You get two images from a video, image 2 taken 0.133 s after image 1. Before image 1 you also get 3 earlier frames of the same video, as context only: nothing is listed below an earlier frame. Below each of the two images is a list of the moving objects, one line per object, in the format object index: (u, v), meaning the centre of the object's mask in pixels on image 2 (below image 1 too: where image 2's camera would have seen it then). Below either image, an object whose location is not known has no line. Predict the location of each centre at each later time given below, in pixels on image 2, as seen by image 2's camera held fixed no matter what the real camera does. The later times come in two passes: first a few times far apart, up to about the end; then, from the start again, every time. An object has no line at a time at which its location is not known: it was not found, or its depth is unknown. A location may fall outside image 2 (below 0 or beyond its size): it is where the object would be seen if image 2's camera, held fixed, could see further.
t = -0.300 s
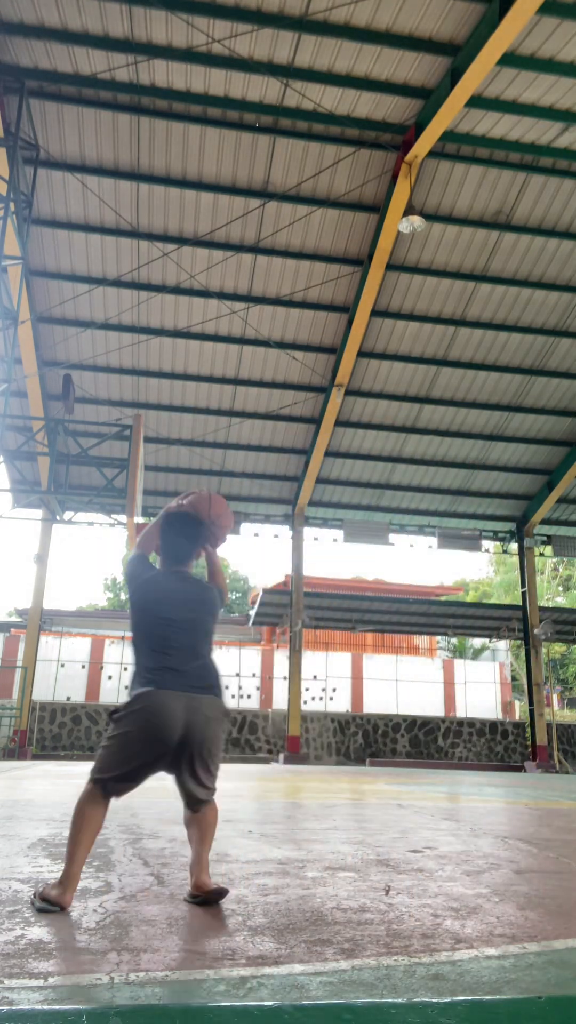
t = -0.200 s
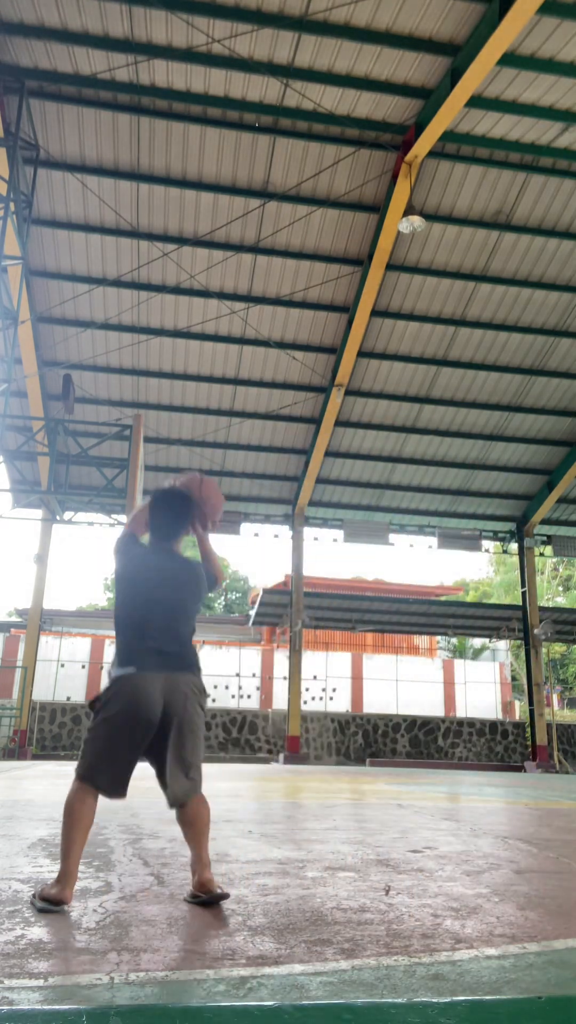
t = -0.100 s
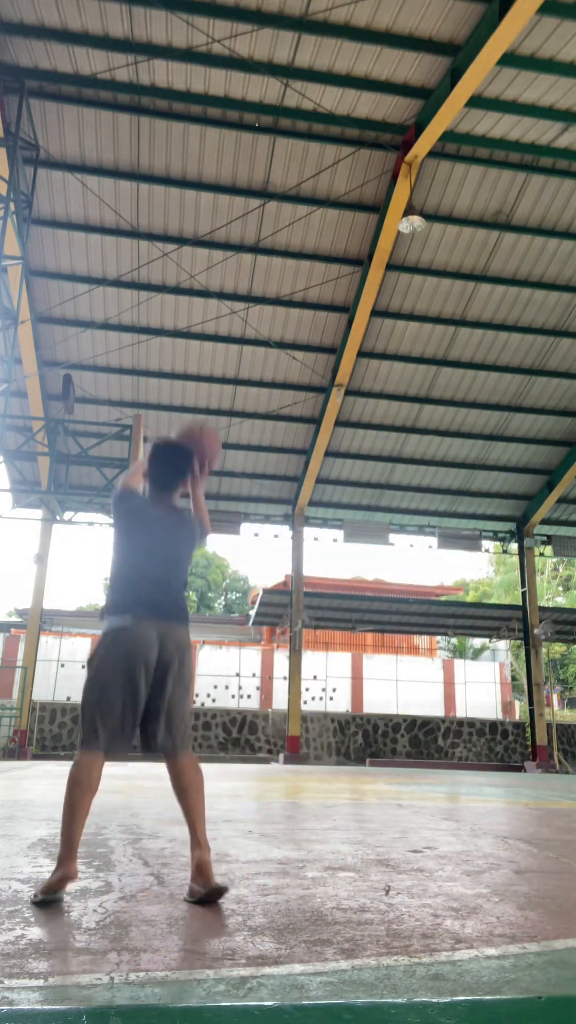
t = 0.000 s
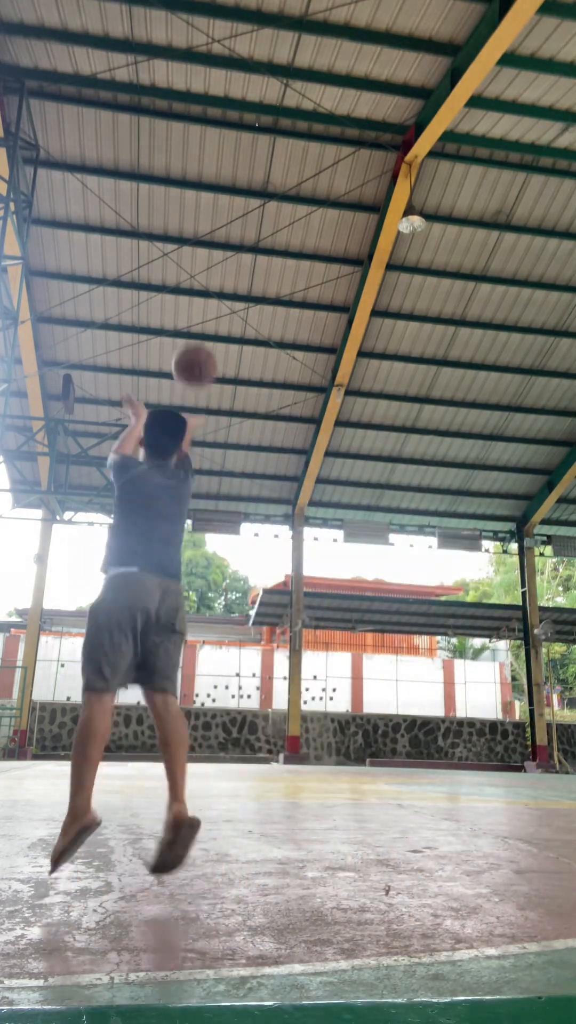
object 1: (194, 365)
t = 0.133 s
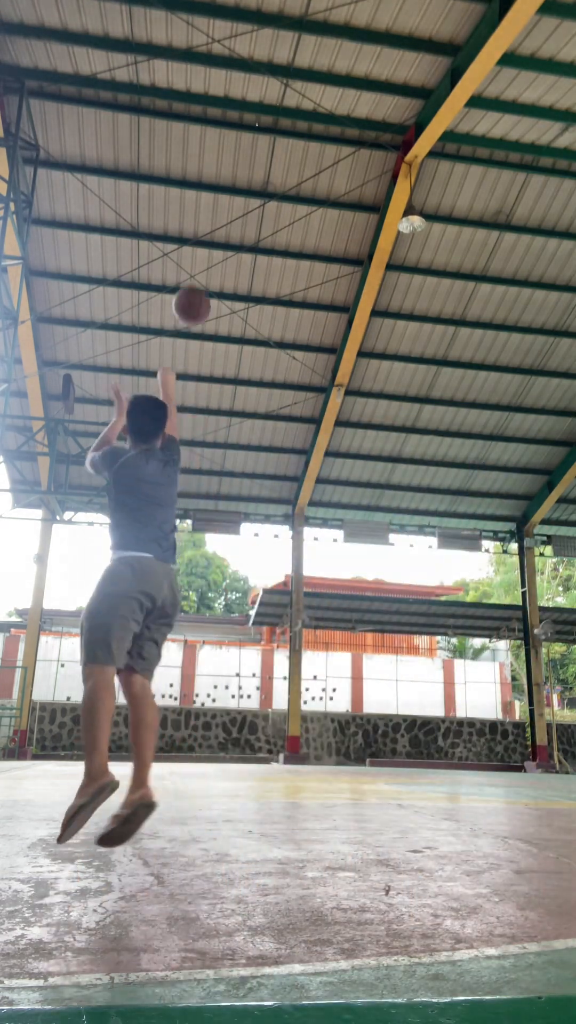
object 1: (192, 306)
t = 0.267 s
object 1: (189, 283)
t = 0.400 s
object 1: (187, 285)
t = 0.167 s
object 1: (191, 297)
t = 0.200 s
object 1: (190, 291)
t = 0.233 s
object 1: (190, 286)
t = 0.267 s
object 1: (189, 283)
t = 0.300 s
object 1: (189, 282)
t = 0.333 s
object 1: (188, 282)
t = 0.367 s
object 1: (187, 283)
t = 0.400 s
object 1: (187, 285)
